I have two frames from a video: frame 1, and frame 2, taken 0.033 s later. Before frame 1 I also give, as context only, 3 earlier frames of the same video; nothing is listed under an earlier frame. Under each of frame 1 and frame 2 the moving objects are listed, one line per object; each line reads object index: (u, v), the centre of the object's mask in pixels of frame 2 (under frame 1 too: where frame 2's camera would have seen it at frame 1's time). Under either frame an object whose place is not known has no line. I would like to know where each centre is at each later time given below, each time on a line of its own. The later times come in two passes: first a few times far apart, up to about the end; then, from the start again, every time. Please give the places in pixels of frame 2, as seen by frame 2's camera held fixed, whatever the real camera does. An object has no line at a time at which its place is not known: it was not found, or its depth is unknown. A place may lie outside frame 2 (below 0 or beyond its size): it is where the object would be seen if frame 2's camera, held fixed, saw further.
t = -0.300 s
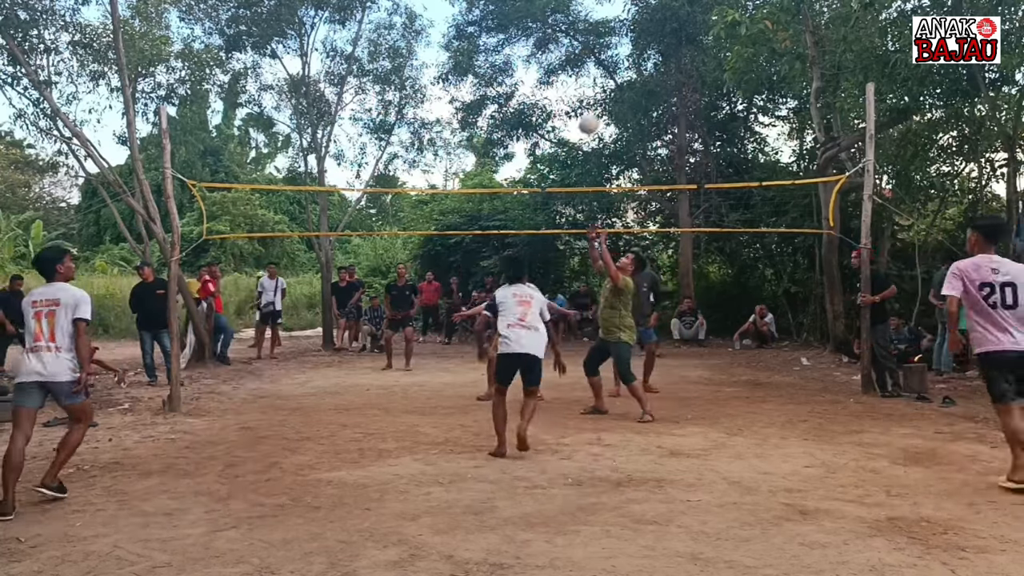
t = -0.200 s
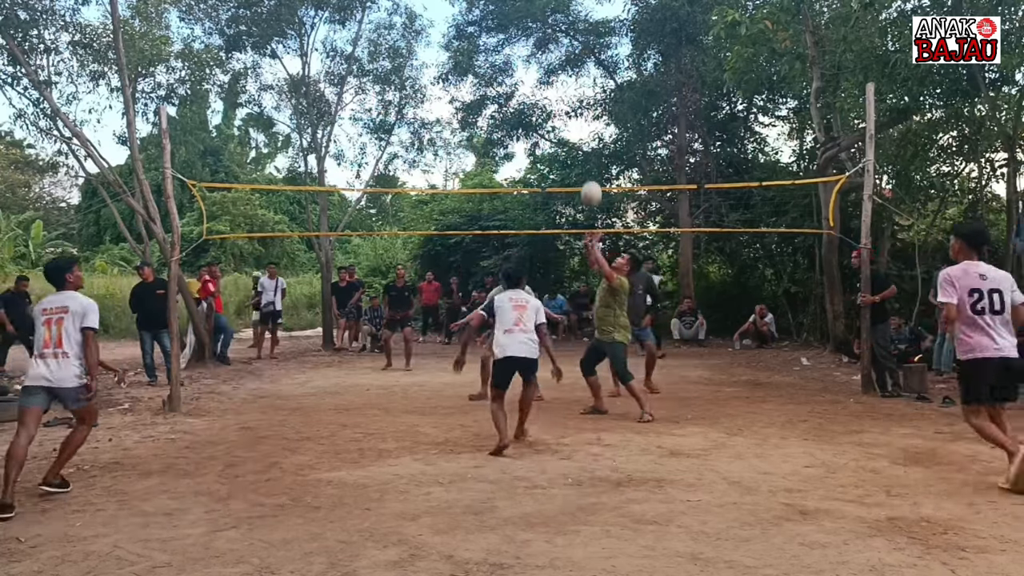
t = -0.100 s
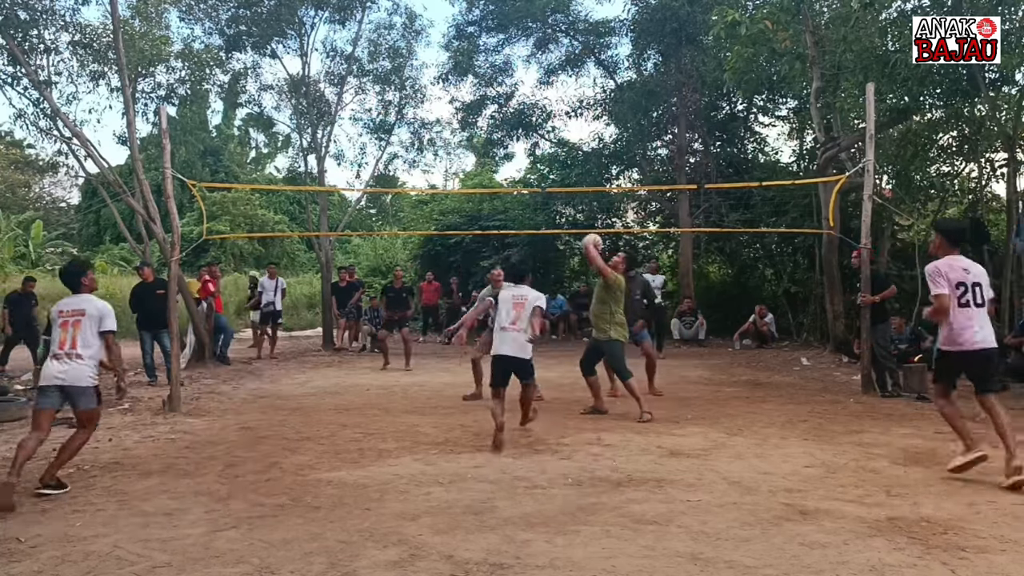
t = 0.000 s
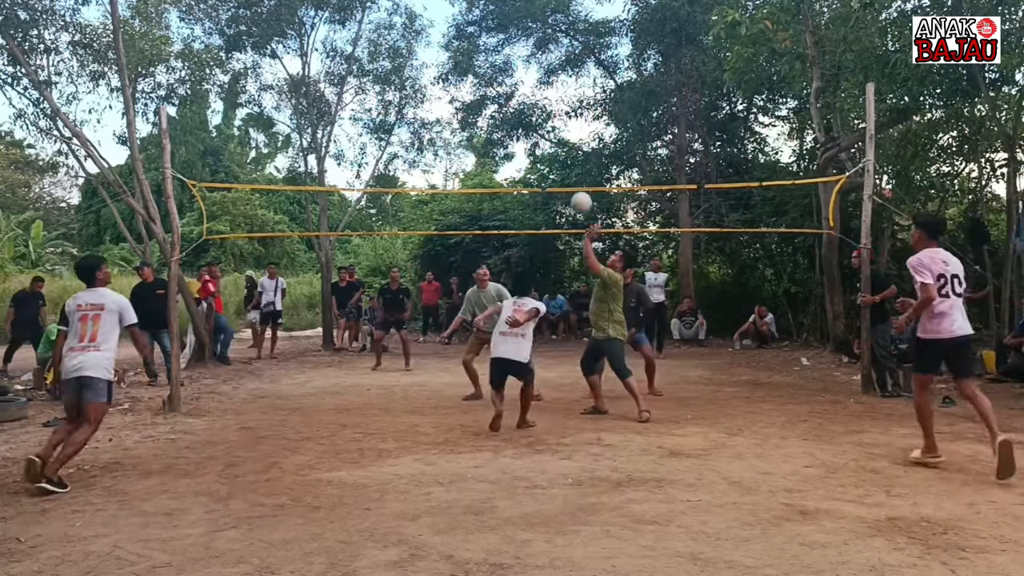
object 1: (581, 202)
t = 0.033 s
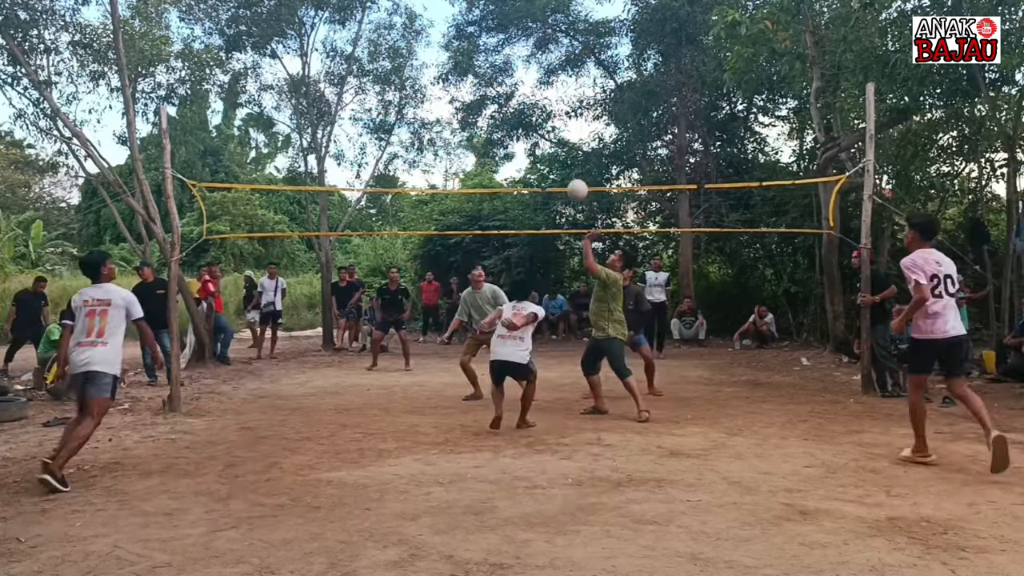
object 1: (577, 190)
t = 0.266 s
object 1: (549, 131)
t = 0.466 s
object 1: (527, 123)
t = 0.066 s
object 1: (573, 177)
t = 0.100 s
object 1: (570, 167)
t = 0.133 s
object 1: (565, 158)
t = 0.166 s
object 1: (561, 150)
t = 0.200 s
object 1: (558, 143)
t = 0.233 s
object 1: (554, 137)
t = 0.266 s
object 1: (549, 131)
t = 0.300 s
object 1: (546, 127)
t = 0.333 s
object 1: (542, 125)
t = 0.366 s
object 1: (538, 122)
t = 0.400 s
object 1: (534, 122)
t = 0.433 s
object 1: (530, 122)
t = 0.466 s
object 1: (527, 123)
